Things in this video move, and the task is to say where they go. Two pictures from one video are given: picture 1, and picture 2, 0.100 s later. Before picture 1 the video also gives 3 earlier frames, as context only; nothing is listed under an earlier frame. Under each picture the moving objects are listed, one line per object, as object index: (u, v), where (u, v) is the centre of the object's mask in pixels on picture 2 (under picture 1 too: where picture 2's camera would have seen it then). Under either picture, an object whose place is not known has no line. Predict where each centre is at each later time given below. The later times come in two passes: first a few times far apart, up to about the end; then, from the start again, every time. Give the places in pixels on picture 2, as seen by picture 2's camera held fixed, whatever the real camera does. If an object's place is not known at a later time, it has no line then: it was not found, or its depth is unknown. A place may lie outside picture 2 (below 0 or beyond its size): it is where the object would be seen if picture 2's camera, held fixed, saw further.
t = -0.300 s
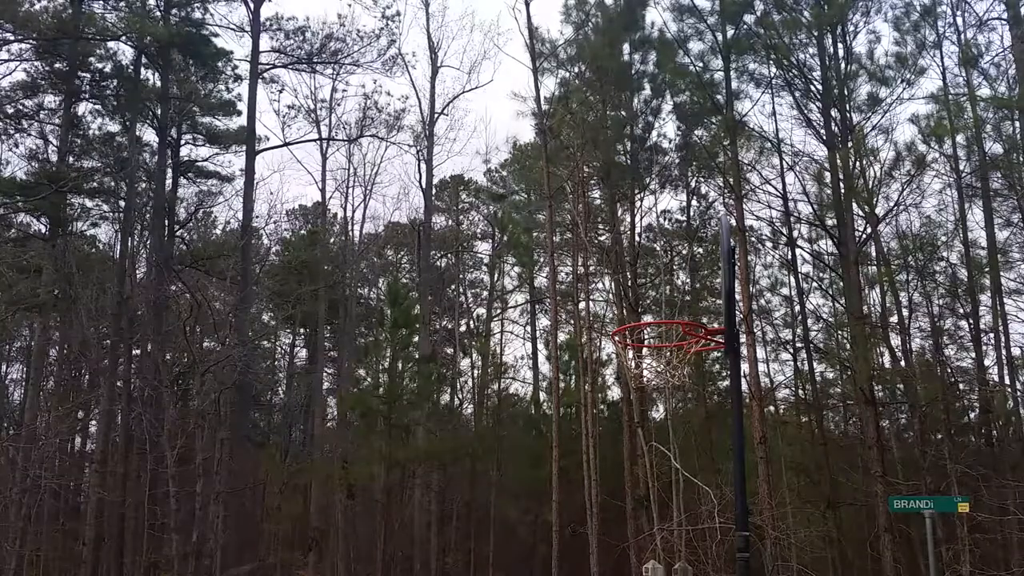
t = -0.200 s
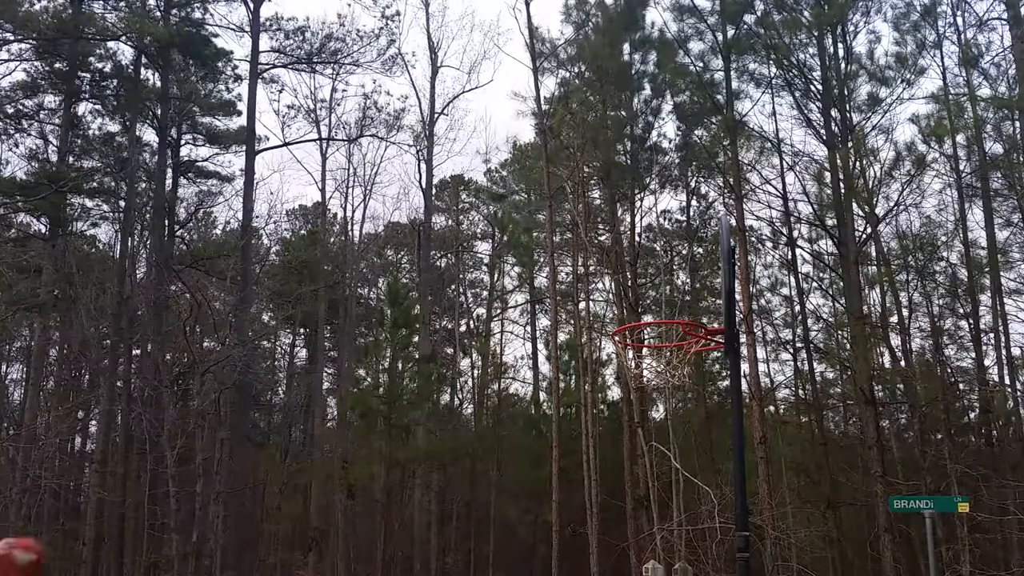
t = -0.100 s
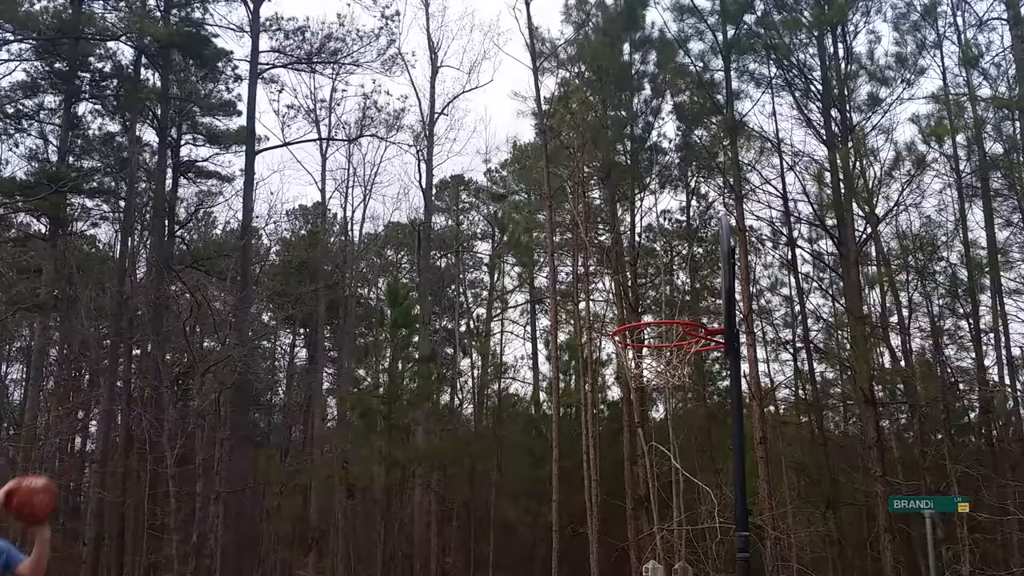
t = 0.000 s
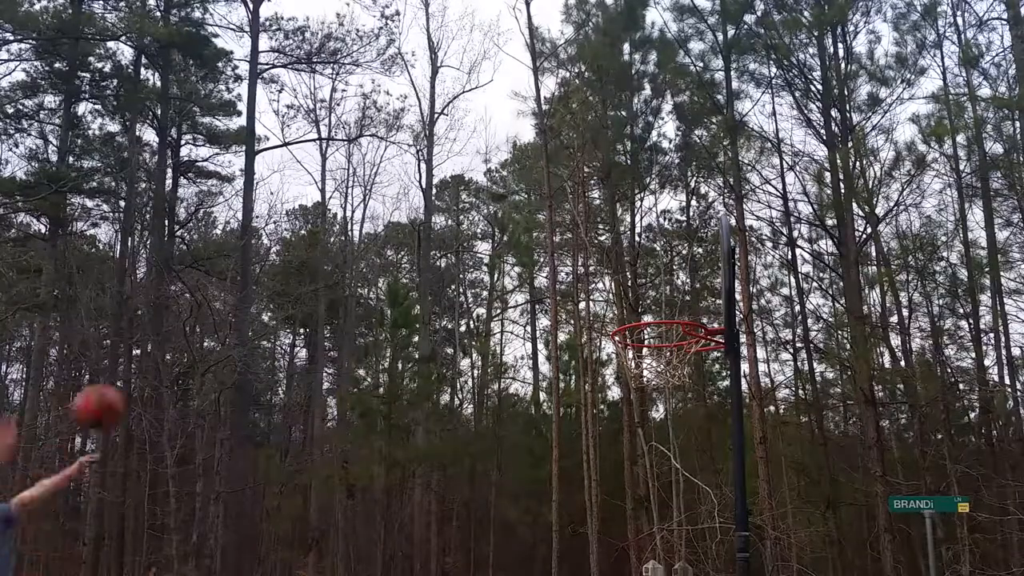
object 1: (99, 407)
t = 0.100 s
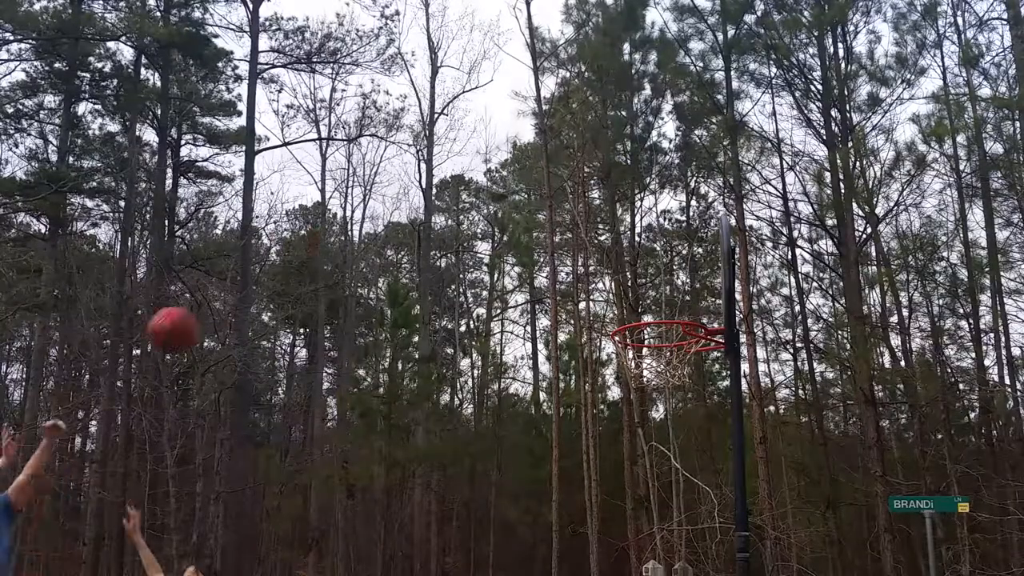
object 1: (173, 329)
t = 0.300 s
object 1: (321, 228)
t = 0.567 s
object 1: (521, 201)
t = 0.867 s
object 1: (691, 312)
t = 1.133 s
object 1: (639, 272)
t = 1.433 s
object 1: (588, 398)
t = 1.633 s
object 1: (561, 568)
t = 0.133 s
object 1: (197, 307)
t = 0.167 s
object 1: (222, 287)
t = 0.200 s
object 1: (246, 270)
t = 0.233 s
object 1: (270, 254)
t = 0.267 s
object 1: (297, 242)
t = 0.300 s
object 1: (321, 228)
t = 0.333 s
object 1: (344, 218)
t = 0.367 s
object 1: (370, 211)
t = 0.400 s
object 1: (395, 204)
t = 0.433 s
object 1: (420, 199)
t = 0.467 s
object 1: (446, 197)
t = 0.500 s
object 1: (469, 196)
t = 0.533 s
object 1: (495, 198)
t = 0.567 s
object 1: (521, 201)
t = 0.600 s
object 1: (547, 209)
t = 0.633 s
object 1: (573, 215)
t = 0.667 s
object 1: (600, 228)
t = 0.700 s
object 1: (629, 241)
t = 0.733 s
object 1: (657, 257)
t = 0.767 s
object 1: (686, 276)
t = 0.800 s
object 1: (696, 295)
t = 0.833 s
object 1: (696, 313)
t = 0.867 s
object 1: (691, 312)
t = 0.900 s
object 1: (683, 297)
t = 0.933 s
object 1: (676, 288)
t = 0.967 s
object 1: (670, 280)
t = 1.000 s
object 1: (663, 274)
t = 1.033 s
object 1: (657, 270)
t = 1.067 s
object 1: (651, 269)
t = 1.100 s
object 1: (645, 269)
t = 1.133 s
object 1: (639, 272)
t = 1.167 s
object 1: (634, 276)
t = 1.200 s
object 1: (628, 283)
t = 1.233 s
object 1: (621, 294)
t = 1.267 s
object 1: (614, 304)
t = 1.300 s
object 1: (609, 317)
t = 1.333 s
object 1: (603, 334)
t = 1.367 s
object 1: (600, 353)
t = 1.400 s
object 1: (595, 373)
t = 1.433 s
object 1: (588, 398)
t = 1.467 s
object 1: (583, 422)
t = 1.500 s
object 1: (579, 450)
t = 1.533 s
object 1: (574, 481)
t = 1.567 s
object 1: (569, 514)
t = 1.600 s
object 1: (563, 550)
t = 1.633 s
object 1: (561, 568)
